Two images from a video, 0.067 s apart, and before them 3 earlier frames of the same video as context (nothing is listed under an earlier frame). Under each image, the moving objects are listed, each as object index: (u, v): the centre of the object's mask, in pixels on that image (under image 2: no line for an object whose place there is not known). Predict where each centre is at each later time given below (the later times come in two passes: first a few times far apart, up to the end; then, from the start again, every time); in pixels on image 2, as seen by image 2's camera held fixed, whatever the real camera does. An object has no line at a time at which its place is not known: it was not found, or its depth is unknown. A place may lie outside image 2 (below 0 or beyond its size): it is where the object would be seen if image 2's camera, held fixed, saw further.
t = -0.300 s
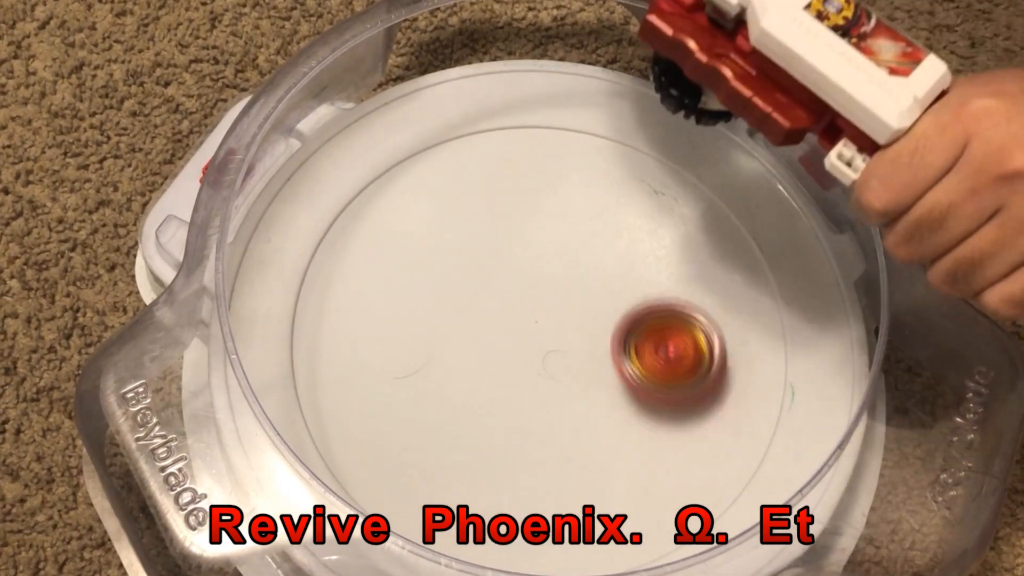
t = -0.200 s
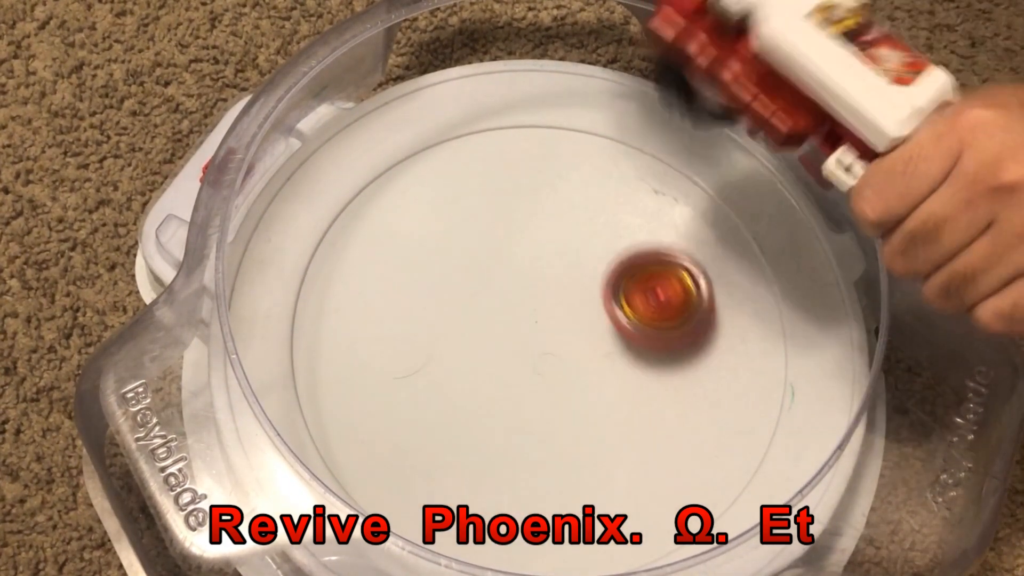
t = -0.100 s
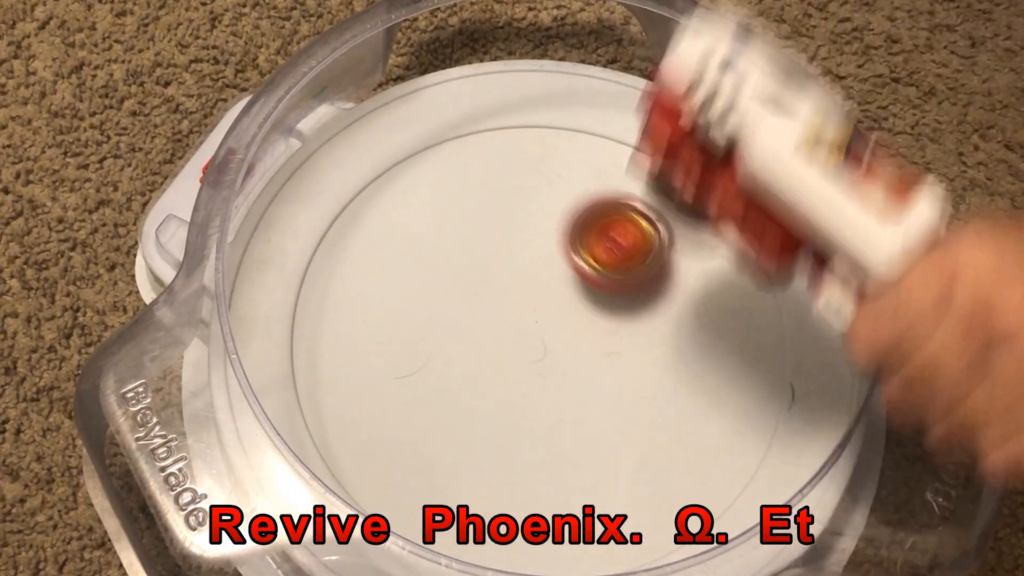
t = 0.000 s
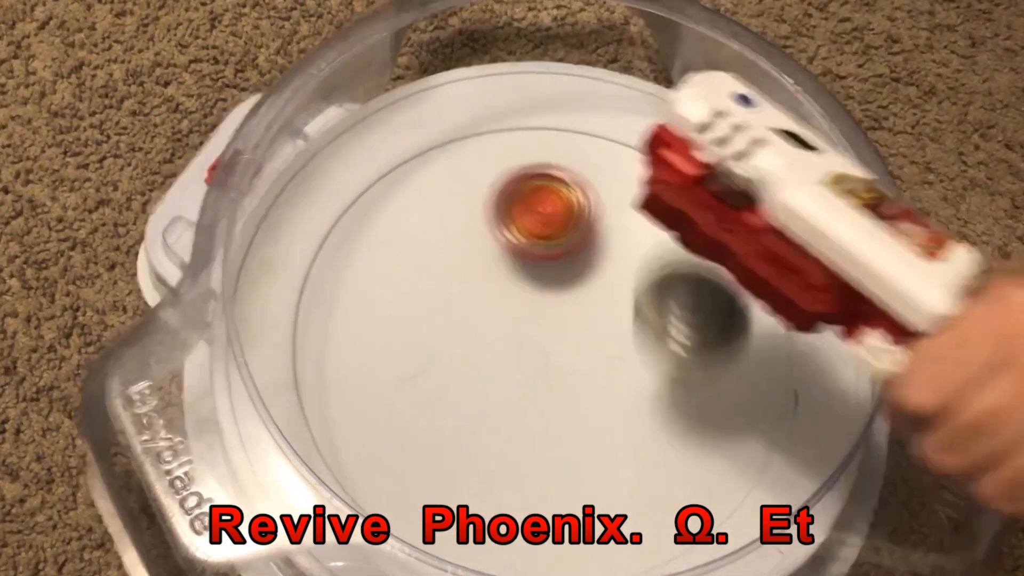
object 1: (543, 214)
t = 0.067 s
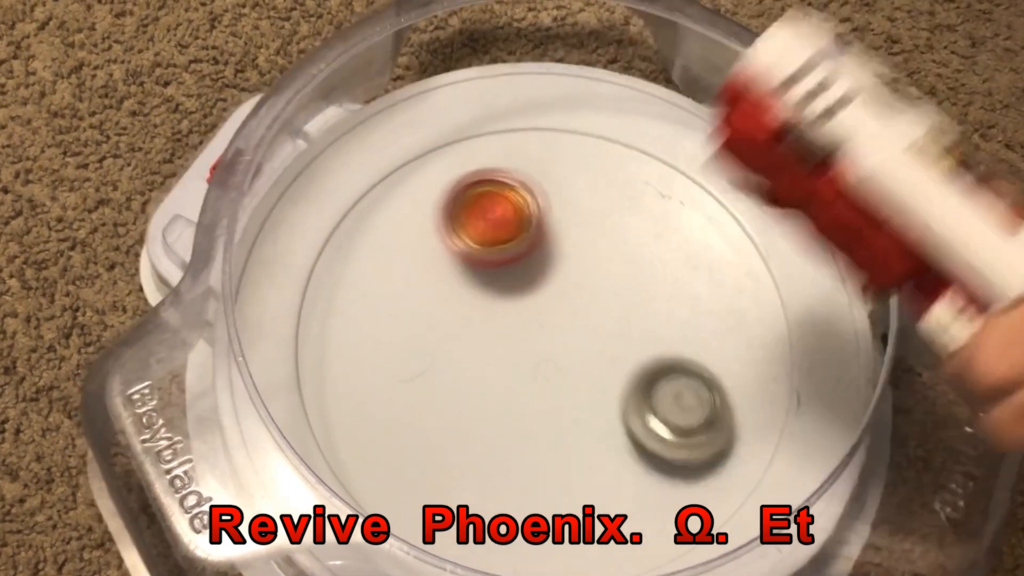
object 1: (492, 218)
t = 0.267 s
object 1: (421, 341)
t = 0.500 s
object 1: (417, 428)
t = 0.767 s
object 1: (609, 356)
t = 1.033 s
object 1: (567, 227)
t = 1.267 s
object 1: (444, 297)
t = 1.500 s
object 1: (542, 409)
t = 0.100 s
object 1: (471, 227)
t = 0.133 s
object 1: (453, 241)
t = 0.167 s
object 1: (437, 261)
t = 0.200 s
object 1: (426, 285)
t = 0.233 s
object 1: (420, 312)
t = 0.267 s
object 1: (421, 341)
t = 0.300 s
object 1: (429, 368)
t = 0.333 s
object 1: (421, 381)
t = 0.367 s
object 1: (403, 394)
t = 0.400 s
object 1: (394, 407)
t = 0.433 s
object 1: (394, 417)
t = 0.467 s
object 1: (403, 424)
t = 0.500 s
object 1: (417, 428)
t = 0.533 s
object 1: (436, 430)
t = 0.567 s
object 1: (460, 431)
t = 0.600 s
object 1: (488, 430)
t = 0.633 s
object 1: (519, 424)
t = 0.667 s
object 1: (549, 414)
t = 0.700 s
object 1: (575, 398)
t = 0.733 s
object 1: (594, 378)
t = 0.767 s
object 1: (609, 356)
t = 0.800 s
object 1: (618, 336)
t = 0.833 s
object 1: (622, 314)
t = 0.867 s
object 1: (621, 293)
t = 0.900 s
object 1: (615, 272)
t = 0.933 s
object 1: (606, 253)
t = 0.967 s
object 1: (596, 240)
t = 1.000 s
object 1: (582, 234)
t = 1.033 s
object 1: (567, 227)
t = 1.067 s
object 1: (551, 225)
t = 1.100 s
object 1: (532, 228)
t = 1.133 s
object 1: (514, 236)
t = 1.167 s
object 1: (493, 248)
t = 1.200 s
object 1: (473, 261)
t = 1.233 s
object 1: (458, 278)
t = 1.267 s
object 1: (444, 297)
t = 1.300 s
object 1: (438, 320)
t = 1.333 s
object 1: (439, 343)
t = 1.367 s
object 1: (448, 363)
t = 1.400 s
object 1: (462, 379)
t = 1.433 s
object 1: (482, 393)
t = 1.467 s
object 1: (524, 407)
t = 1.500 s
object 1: (542, 409)
